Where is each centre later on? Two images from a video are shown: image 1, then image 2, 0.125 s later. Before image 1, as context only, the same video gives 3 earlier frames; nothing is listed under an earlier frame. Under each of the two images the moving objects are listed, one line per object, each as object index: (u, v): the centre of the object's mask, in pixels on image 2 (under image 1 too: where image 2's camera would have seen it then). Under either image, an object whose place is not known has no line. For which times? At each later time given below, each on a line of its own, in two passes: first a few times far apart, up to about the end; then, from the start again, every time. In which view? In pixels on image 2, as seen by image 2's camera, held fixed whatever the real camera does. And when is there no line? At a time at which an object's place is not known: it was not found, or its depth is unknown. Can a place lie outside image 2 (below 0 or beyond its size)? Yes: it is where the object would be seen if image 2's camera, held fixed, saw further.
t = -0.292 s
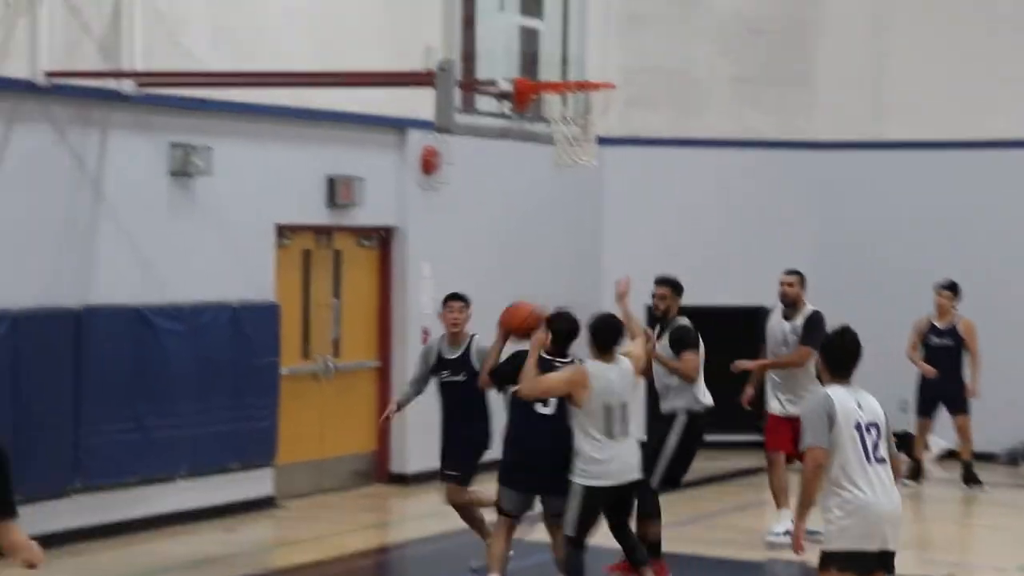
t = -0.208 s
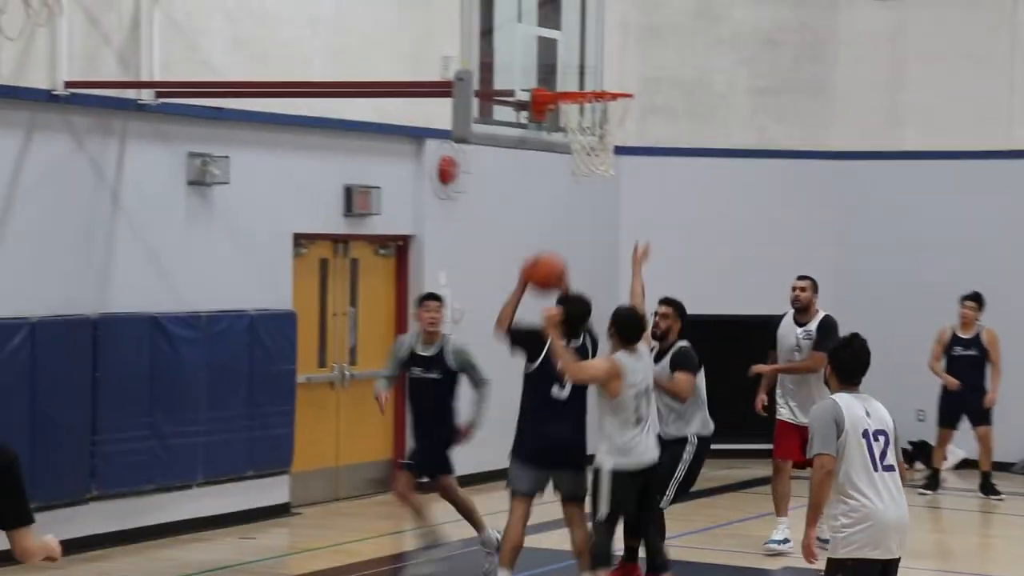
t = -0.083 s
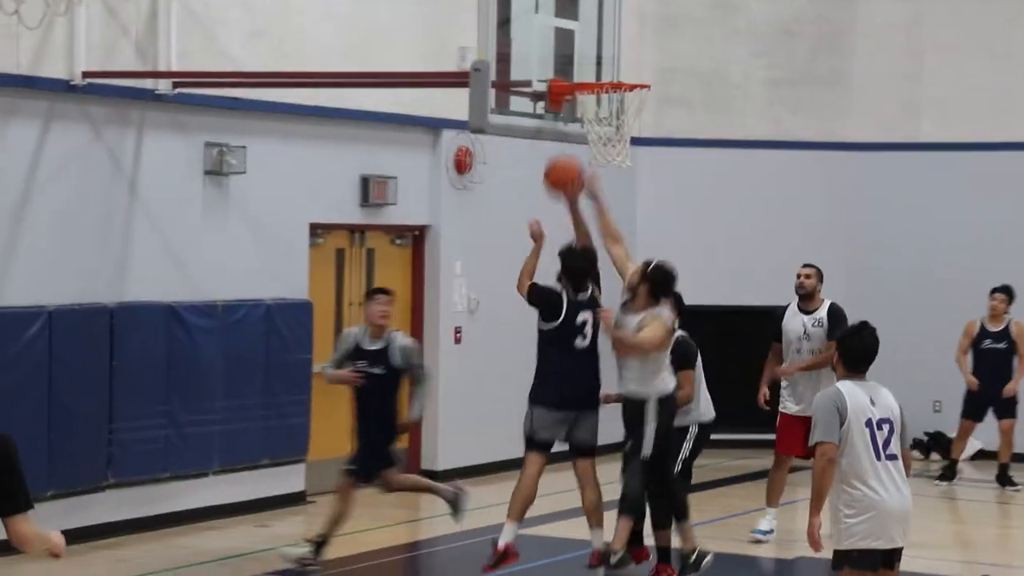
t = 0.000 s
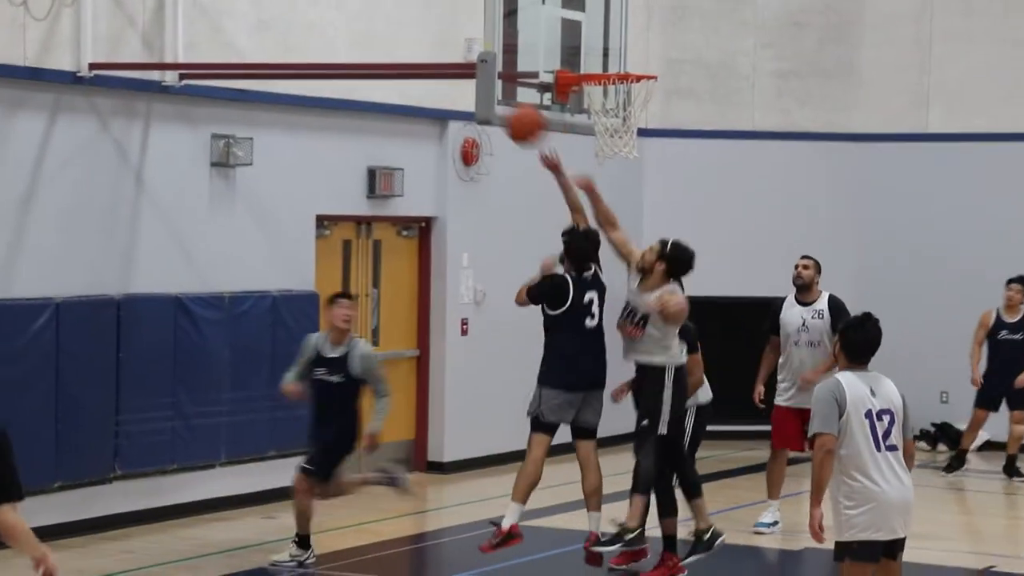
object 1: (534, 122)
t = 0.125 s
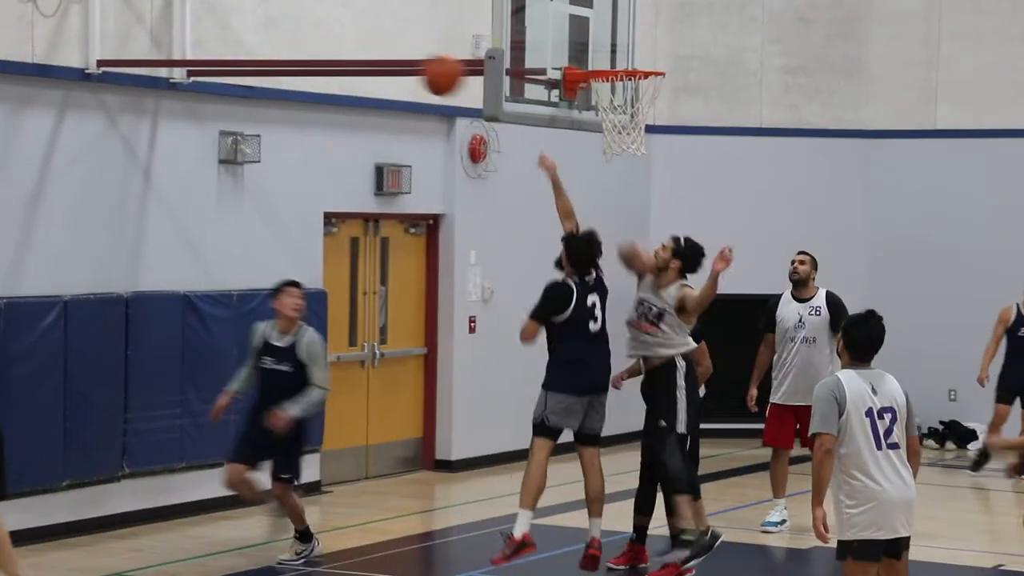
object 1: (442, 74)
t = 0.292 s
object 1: (313, 51)
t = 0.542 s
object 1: (102, 110)
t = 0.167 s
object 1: (411, 65)
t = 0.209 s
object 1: (379, 58)
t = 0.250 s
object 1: (346, 52)
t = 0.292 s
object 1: (313, 51)
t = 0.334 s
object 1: (280, 53)
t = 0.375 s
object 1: (245, 57)
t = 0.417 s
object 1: (209, 66)
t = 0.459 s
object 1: (173, 78)
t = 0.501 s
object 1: (137, 93)
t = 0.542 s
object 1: (102, 110)
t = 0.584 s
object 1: (60, 134)
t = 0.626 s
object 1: (22, 159)
